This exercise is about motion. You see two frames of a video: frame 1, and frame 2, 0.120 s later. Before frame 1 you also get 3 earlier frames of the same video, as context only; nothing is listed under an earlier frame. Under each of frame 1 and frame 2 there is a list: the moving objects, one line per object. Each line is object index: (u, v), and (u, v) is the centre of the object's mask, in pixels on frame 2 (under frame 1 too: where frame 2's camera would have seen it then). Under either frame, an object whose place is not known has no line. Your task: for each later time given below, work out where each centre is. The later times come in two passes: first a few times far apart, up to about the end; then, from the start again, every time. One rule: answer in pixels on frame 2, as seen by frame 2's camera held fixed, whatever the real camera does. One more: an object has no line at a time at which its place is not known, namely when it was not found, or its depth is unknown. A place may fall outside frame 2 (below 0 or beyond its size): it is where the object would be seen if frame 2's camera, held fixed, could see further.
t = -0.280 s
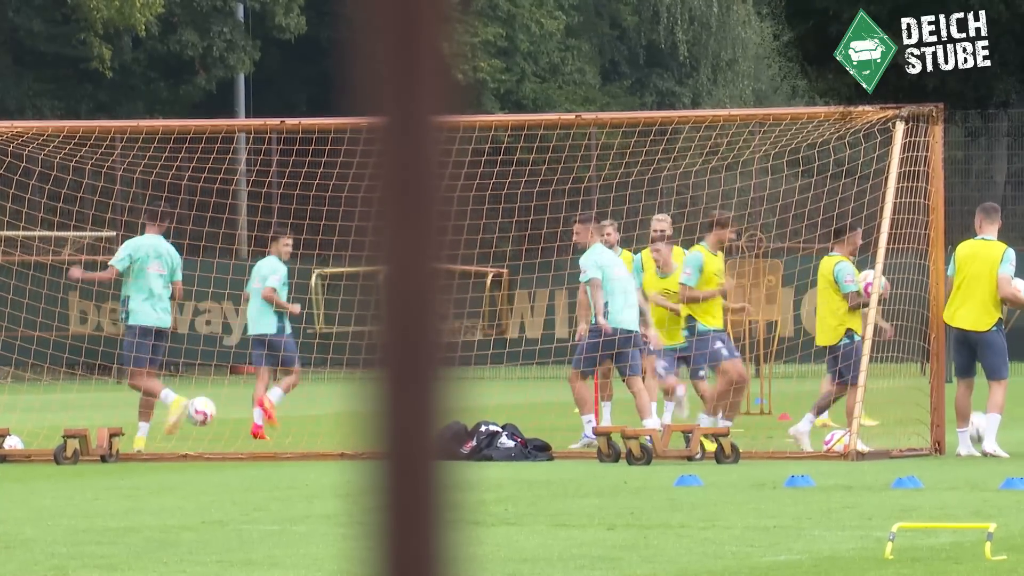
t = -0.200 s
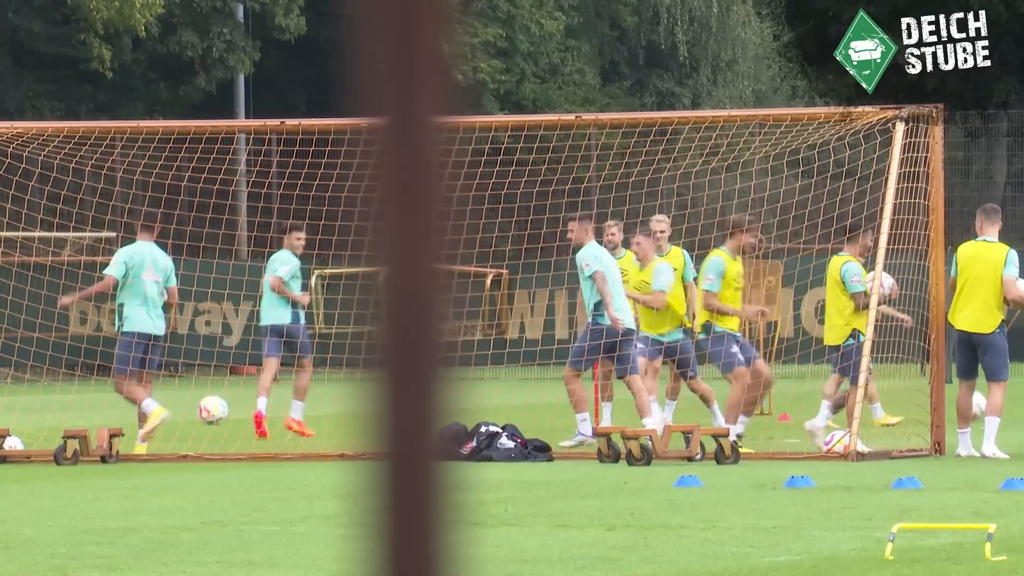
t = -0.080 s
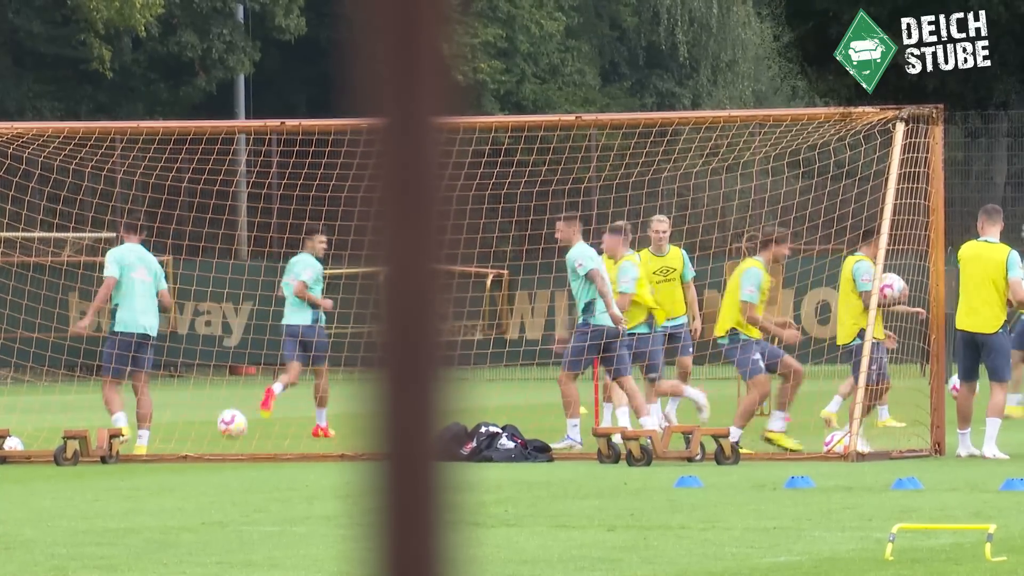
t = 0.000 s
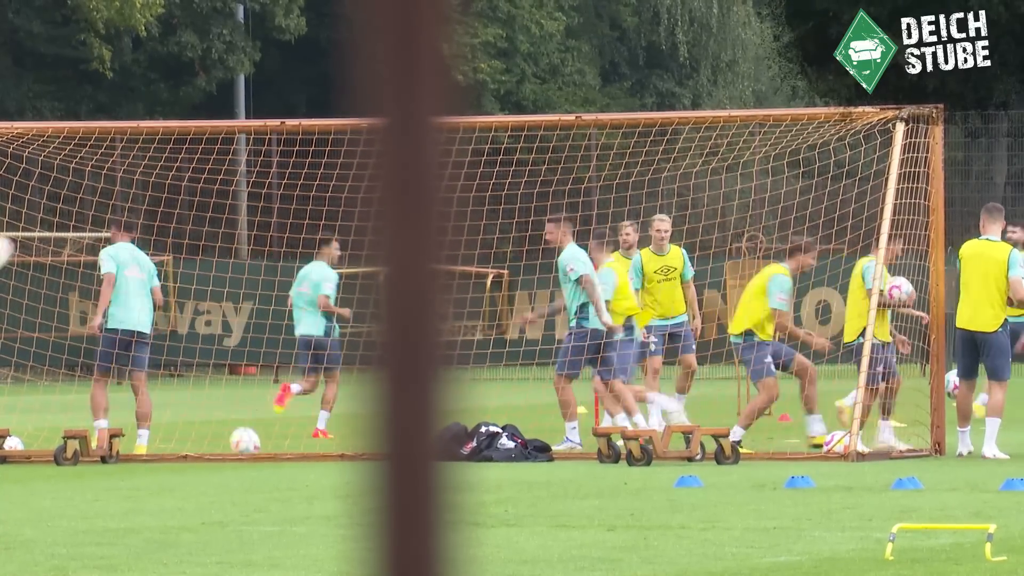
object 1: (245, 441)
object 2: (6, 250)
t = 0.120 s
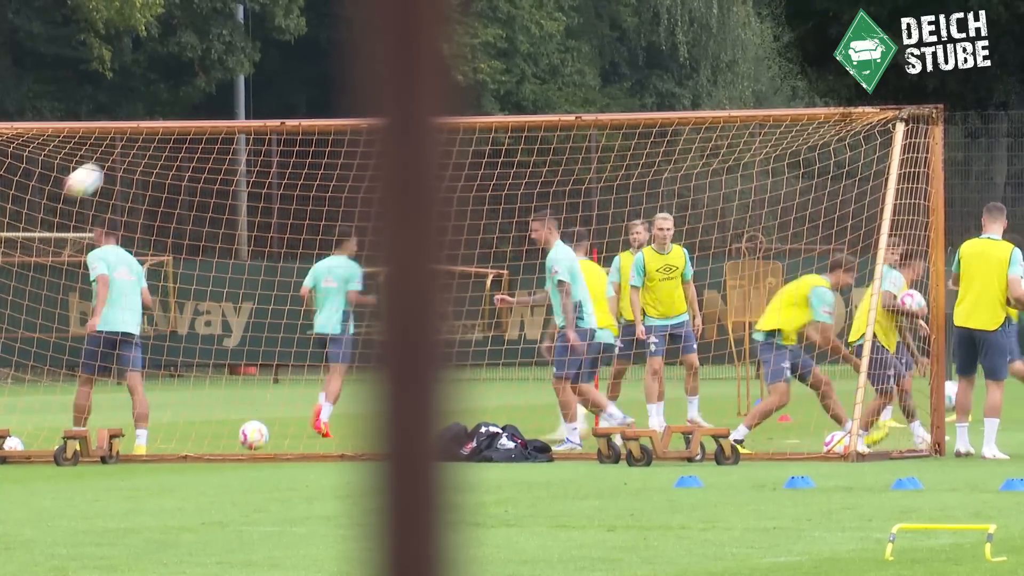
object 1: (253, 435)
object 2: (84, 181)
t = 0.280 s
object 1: (266, 442)
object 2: (200, 109)
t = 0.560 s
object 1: (288, 442)
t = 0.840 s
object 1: (304, 440)
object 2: (585, 133)
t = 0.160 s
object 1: (256, 435)
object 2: (113, 160)
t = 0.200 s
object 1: (259, 437)
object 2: (140, 144)
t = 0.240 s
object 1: (262, 441)
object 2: (174, 116)
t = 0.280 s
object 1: (266, 442)
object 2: (200, 109)
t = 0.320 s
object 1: (268, 440)
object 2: (228, 99)
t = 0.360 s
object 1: (271, 441)
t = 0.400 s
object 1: (275, 441)
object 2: (284, 81)
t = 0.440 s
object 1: (278, 441)
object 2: (312, 75)
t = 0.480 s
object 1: (281, 441)
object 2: (340, 71)
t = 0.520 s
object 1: (284, 442)
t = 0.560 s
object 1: (288, 442)
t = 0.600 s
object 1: (290, 441)
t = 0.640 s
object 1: (293, 441)
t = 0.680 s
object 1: (296, 441)
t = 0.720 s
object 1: (298, 441)
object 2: (503, 89)
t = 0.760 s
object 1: (300, 441)
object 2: (529, 99)
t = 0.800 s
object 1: (302, 441)
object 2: (554, 107)
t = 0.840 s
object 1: (304, 440)
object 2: (585, 133)
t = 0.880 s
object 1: (306, 440)
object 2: (607, 141)
